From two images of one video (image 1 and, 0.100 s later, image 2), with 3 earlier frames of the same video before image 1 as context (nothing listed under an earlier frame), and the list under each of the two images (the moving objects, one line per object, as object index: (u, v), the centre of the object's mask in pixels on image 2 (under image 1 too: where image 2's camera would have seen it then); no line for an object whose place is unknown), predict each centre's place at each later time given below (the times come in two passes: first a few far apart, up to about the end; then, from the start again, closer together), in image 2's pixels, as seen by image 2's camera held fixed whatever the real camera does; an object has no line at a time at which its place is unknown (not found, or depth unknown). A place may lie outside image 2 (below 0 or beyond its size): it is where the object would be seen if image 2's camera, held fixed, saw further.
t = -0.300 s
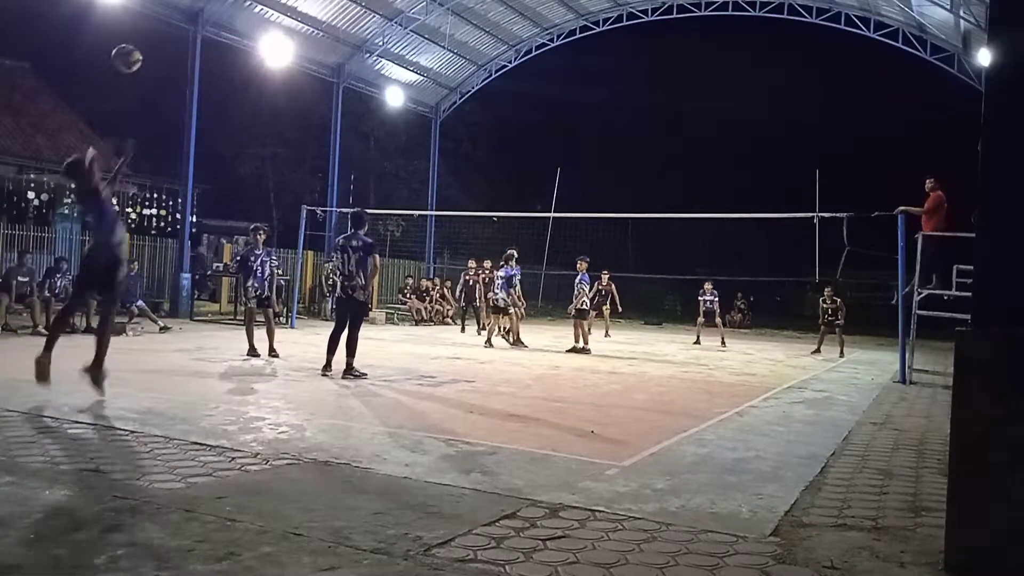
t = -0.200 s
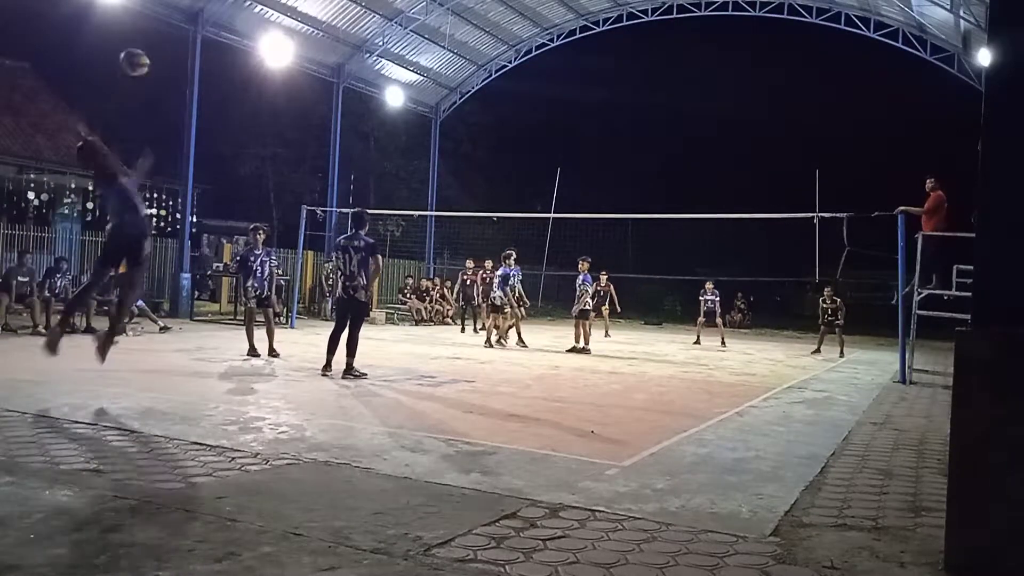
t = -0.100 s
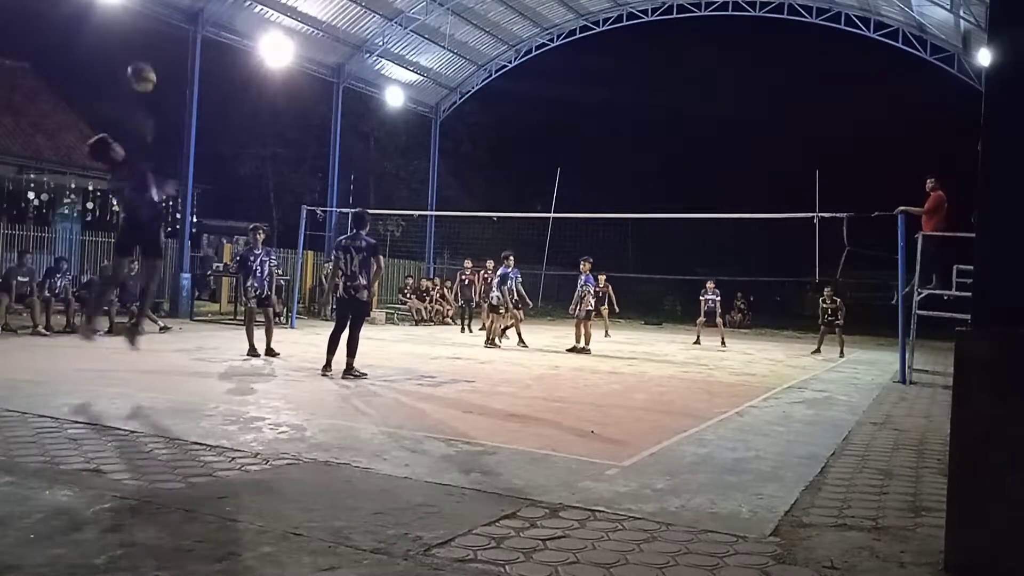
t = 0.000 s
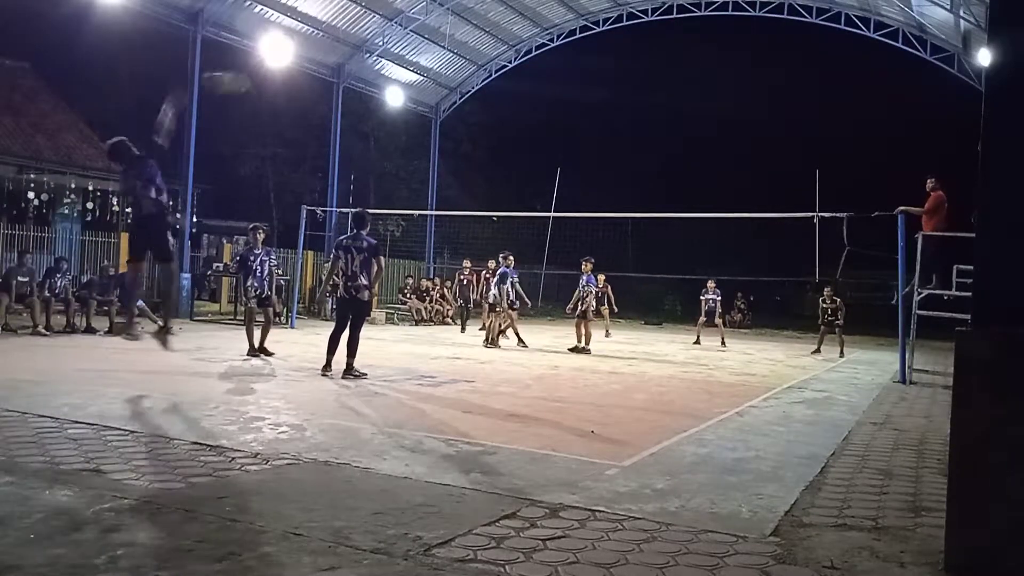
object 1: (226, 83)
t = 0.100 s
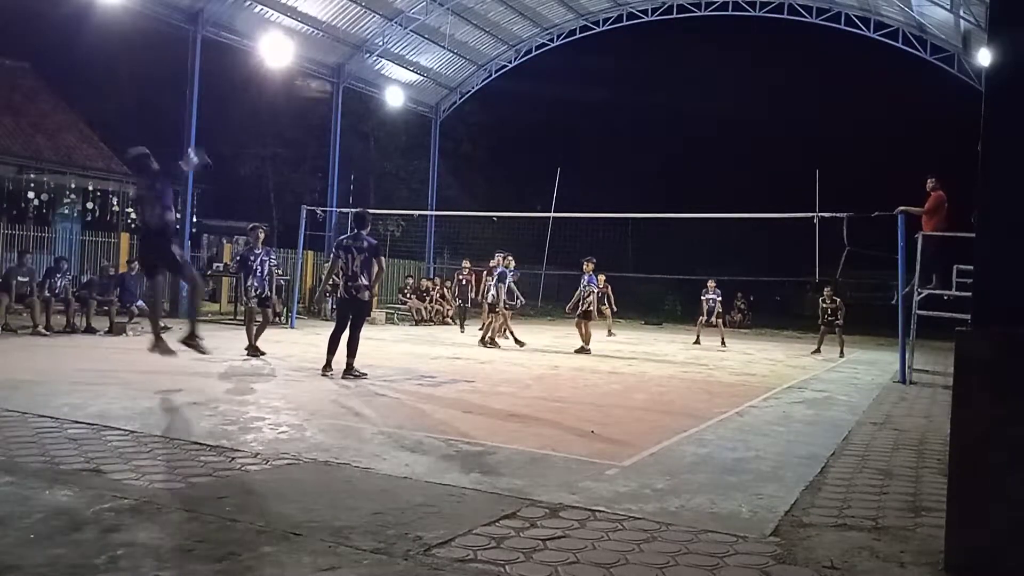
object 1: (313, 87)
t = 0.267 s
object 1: (414, 113)
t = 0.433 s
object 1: (480, 149)
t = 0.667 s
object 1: (544, 206)
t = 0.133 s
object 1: (338, 92)
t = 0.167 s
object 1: (360, 97)
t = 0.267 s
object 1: (414, 113)
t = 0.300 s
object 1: (428, 120)
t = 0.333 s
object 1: (443, 127)
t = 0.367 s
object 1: (456, 134)
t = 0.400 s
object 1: (468, 141)
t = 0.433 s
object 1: (480, 149)
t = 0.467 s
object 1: (491, 157)
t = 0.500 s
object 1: (501, 164)
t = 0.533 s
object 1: (511, 173)
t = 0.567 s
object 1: (520, 181)
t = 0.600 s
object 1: (529, 190)
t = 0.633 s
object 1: (537, 199)
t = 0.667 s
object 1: (544, 206)
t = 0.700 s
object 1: (552, 217)
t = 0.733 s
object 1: (559, 226)
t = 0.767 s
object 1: (565, 235)
